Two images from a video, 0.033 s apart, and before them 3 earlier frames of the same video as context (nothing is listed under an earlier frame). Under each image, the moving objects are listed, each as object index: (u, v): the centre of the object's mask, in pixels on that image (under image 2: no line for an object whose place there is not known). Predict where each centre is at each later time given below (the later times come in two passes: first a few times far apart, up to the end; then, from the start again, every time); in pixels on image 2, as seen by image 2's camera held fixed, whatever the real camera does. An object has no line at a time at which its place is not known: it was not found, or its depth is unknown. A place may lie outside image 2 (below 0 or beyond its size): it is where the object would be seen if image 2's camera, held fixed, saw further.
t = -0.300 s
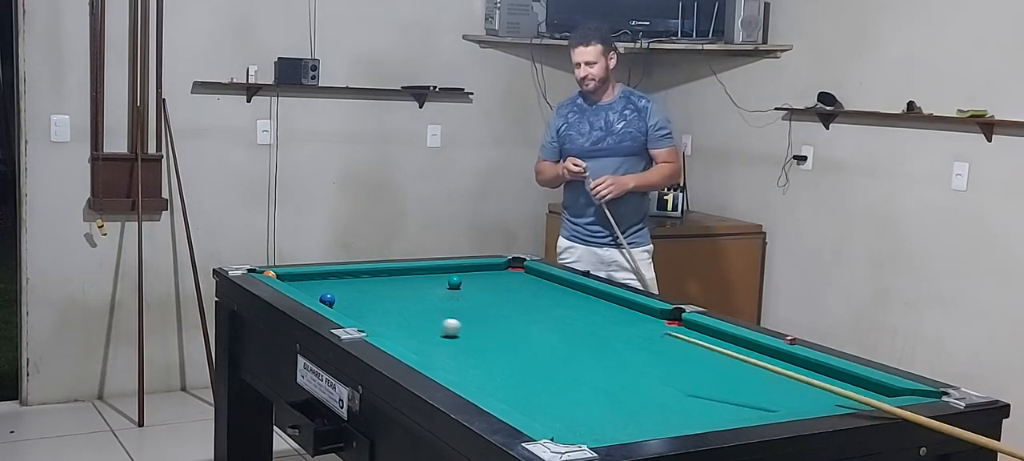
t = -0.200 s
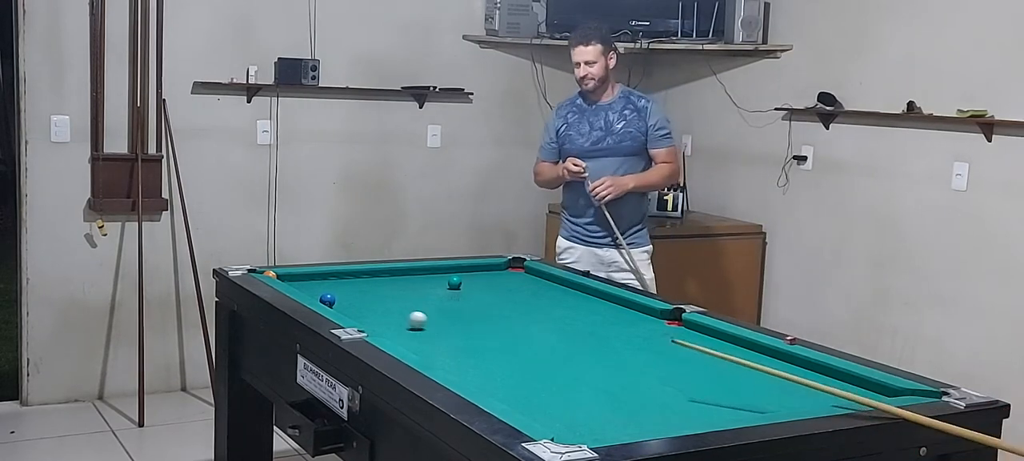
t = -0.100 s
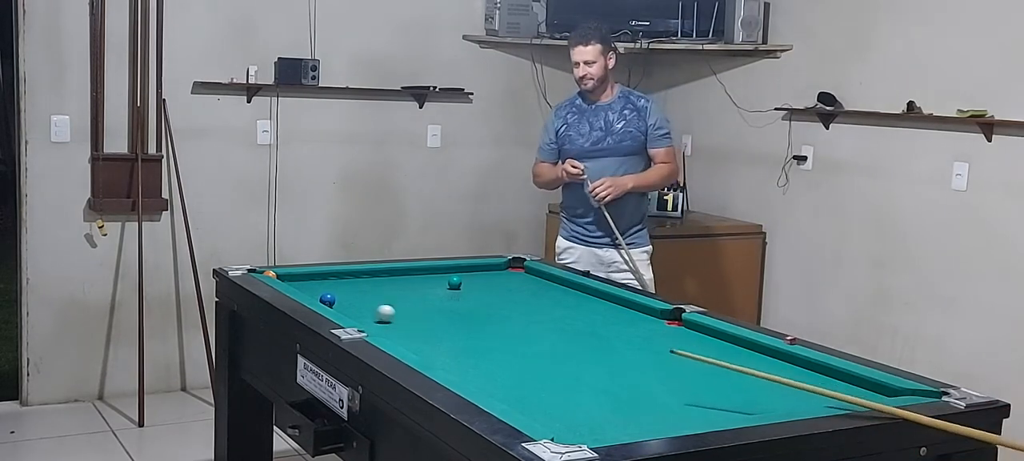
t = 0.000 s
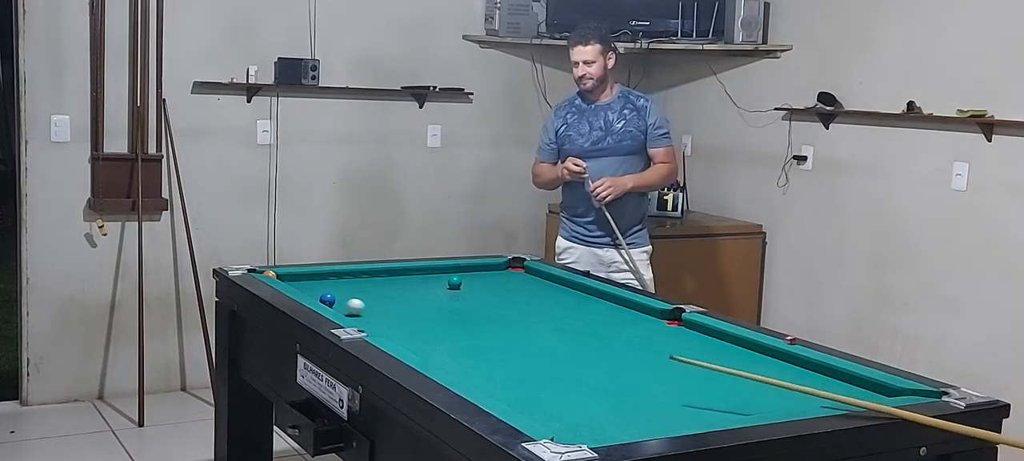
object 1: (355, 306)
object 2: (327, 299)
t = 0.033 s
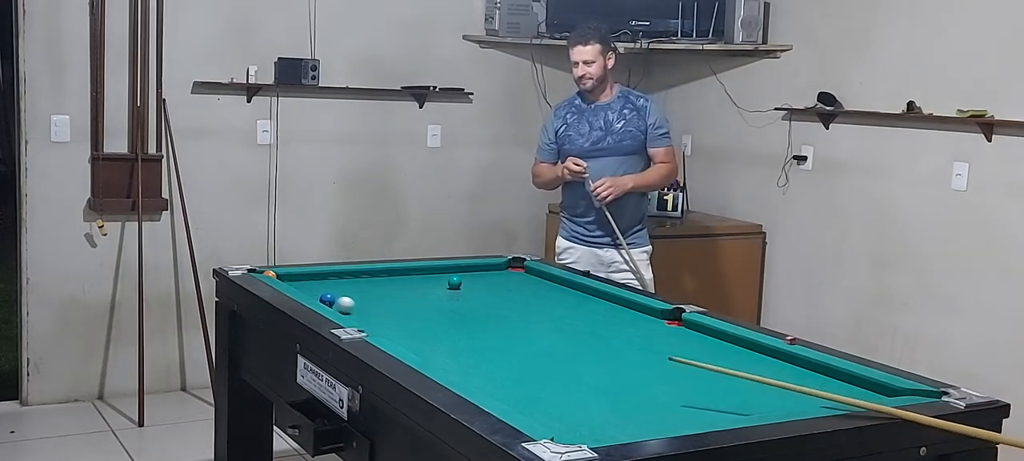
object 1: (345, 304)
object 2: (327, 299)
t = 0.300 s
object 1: (329, 298)
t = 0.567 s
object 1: (345, 295)
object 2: (281, 277)
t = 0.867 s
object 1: (361, 291)
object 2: (292, 277)
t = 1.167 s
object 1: (375, 289)
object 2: (306, 280)
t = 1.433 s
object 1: (387, 286)
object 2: (317, 282)
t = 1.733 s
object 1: (399, 284)
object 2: (328, 283)
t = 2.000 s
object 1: (408, 283)
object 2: (336, 284)
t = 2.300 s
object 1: (416, 281)
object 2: (343, 286)
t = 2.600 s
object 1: (424, 281)
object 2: (349, 287)
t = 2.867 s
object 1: (429, 280)
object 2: (353, 288)
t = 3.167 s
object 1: (433, 280)
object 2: (355, 288)
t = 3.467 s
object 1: (436, 280)
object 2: (356, 288)
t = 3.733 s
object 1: (437, 280)
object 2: (356, 288)
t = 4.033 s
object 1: (438, 280)
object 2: (356, 287)
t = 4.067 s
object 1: (438, 280)
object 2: (356, 288)
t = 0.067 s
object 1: (336, 302)
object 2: (323, 298)
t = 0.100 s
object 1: (330, 300)
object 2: (320, 295)
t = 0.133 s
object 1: (325, 299)
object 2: (316, 293)
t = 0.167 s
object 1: (321, 299)
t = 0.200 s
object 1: (323, 298)
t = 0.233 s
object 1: (325, 298)
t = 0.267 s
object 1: (327, 298)
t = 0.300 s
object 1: (329, 298)
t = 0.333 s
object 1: (331, 299)
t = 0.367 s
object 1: (333, 298)
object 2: (294, 283)
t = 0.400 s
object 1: (335, 298)
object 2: (291, 282)
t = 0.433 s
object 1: (337, 297)
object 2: (288, 280)
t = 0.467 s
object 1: (339, 297)
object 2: (285, 279)
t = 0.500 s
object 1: (341, 296)
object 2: (282, 277)
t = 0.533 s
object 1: (343, 296)
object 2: (282, 277)
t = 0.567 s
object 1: (345, 295)
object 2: (281, 277)
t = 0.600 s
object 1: (346, 295)
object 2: (283, 277)
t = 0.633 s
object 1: (348, 294)
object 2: (283, 277)
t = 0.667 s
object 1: (350, 294)
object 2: (284, 277)
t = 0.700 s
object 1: (352, 294)
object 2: (285, 276)
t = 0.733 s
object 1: (354, 293)
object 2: (286, 277)
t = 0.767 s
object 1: (356, 293)
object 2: (288, 277)
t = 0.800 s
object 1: (357, 292)
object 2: (288, 277)
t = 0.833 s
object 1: (359, 292)
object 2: (291, 277)
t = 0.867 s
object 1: (361, 291)
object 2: (292, 277)
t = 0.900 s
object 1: (363, 291)
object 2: (294, 278)
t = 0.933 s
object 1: (364, 291)
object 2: (295, 278)
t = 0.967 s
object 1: (366, 290)
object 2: (297, 278)
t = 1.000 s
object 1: (368, 290)
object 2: (298, 279)
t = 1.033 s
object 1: (369, 290)
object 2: (300, 279)
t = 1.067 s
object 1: (371, 289)
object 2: (302, 279)
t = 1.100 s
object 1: (372, 289)
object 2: (303, 279)
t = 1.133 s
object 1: (374, 289)
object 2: (305, 279)
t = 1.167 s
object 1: (375, 289)
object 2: (306, 280)
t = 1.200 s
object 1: (377, 288)
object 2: (308, 280)
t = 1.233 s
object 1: (379, 288)
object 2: (310, 280)
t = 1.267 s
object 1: (380, 288)
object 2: (310, 281)
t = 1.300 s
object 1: (381, 287)
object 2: (312, 281)
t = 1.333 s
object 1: (383, 287)
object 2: (313, 281)
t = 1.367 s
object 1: (384, 287)
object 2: (315, 281)
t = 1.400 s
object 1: (386, 287)
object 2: (316, 282)
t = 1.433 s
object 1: (387, 286)
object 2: (317, 282)
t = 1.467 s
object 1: (388, 286)
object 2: (319, 282)
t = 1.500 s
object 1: (390, 286)
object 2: (320, 282)
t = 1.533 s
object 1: (391, 285)
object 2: (321, 282)
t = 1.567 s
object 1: (392, 285)
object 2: (322, 282)
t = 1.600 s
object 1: (394, 285)
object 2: (324, 283)
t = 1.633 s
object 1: (395, 285)
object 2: (325, 283)
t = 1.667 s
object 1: (396, 285)
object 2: (326, 283)
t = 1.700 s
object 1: (398, 284)
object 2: (327, 283)
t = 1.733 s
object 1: (399, 284)
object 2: (328, 283)
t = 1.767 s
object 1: (400, 284)
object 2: (329, 283)
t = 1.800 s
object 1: (401, 283)
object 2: (330, 284)
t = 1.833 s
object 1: (402, 283)
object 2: (331, 284)
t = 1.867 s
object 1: (403, 283)
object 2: (332, 284)
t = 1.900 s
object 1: (405, 283)
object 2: (333, 284)
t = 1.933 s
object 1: (405, 283)
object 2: (334, 284)
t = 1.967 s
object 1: (406, 283)
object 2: (335, 284)
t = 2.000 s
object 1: (408, 283)
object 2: (336, 284)
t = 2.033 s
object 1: (408, 283)
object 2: (337, 284)
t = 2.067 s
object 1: (410, 282)
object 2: (338, 285)
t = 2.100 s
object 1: (411, 282)
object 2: (339, 285)
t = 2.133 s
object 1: (412, 282)
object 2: (340, 285)
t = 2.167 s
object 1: (412, 282)
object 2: (340, 285)
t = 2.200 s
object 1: (413, 282)
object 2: (341, 285)
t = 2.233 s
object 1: (414, 282)
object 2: (342, 285)
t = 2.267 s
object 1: (415, 281)
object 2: (343, 286)
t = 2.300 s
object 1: (416, 281)
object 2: (343, 286)
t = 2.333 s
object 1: (417, 281)
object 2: (344, 286)
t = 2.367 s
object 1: (418, 281)
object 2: (345, 286)
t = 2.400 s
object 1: (419, 281)
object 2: (346, 286)
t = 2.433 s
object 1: (420, 281)
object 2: (346, 286)
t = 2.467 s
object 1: (420, 281)
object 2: (347, 287)
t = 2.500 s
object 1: (421, 281)
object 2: (347, 287)
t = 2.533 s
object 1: (422, 281)
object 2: (348, 287)
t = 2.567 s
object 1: (423, 281)
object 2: (349, 287)
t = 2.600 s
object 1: (424, 281)
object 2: (349, 287)
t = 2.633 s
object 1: (424, 281)
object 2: (350, 287)
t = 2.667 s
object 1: (425, 280)
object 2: (350, 288)
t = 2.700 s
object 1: (426, 280)
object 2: (351, 288)
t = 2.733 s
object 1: (427, 280)
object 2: (351, 288)
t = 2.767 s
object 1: (427, 280)
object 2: (352, 288)
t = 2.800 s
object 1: (428, 280)
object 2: (352, 288)
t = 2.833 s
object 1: (428, 280)
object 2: (353, 288)
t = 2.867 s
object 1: (429, 280)
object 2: (353, 288)
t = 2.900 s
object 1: (429, 280)
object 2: (353, 288)
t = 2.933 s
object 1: (430, 280)
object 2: (354, 288)
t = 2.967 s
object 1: (431, 280)
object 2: (354, 288)
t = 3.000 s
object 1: (431, 280)
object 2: (354, 288)
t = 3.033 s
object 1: (432, 280)
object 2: (354, 288)
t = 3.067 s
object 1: (432, 280)
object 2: (355, 288)
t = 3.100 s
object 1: (433, 280)
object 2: (355, 288)
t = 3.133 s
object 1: (433, 280)
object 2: (355, 288)
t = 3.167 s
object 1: (433, 280)
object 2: (355, 288)
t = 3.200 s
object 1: (434, 280)
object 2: (355, 288)
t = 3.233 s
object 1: (434, 280)
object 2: (355, 288)
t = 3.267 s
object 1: (435, 280)
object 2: (355, 288)
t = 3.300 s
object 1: (435, 280)
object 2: (355, 288)
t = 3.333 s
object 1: (435, 280)
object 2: (355, 288)
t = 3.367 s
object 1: (435, 280)
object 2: (355, 288)
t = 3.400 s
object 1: (435, 280)
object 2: (355, 288)
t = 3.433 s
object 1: (436, 280)
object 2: (356, 288)
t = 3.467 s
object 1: (436, 280)
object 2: (356, 288)
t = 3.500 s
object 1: (436, 280)
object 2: (356, 287)
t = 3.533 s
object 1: (436, 280)
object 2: (356, 287)
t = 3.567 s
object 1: (437, 280)
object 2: (356, 288)
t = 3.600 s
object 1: (437, 280)
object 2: (356, 287)
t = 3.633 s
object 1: (437, 280)
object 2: (356, 287)
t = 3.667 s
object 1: (437, 280)
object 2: (356, 287)
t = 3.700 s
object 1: (437, 280)
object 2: (356, 287)
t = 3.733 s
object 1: (437, 280)
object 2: (356, 288)
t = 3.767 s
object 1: (437, 280)
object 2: (356, 287)
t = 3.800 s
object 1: (437, 280)
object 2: (356, 287)
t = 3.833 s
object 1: (437, 280)
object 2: (356, 287)
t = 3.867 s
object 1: (437, 280)
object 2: (356, 288)
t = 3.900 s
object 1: (437, 280)
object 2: (356, 287)
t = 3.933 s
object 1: (437, 280)
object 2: (356, 288)
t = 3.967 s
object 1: (437, 280)
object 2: (356, 287)
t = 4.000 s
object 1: (438, 280)
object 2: (356, 288)
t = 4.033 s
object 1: (438, 280)
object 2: (356, 287)
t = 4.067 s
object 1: (438, 280)
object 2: (356, 288)
